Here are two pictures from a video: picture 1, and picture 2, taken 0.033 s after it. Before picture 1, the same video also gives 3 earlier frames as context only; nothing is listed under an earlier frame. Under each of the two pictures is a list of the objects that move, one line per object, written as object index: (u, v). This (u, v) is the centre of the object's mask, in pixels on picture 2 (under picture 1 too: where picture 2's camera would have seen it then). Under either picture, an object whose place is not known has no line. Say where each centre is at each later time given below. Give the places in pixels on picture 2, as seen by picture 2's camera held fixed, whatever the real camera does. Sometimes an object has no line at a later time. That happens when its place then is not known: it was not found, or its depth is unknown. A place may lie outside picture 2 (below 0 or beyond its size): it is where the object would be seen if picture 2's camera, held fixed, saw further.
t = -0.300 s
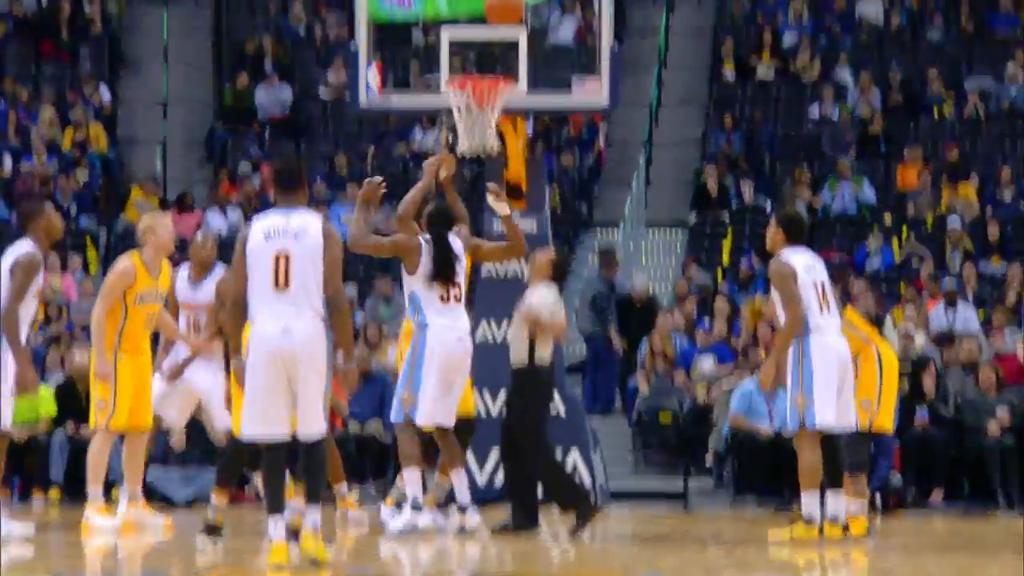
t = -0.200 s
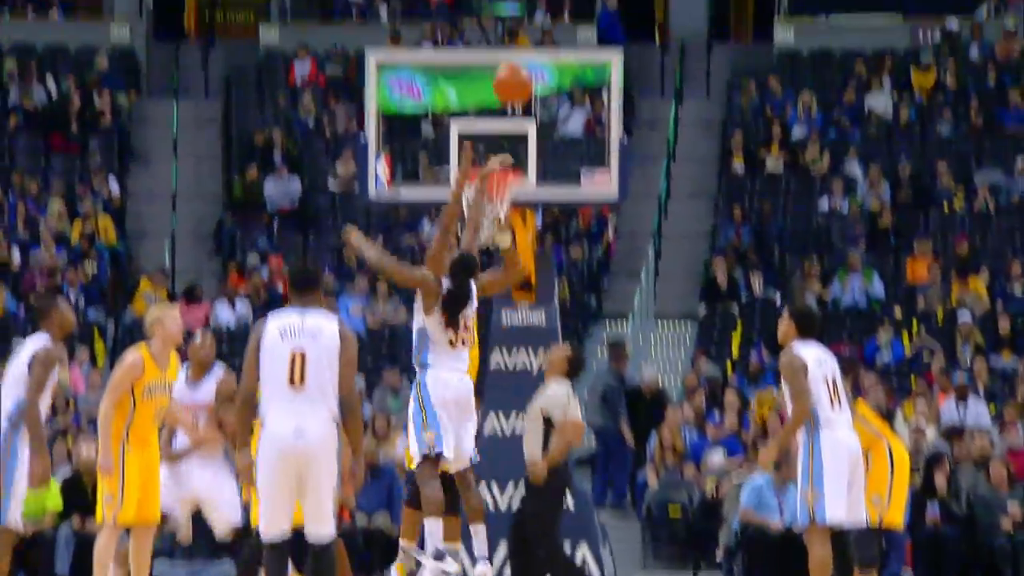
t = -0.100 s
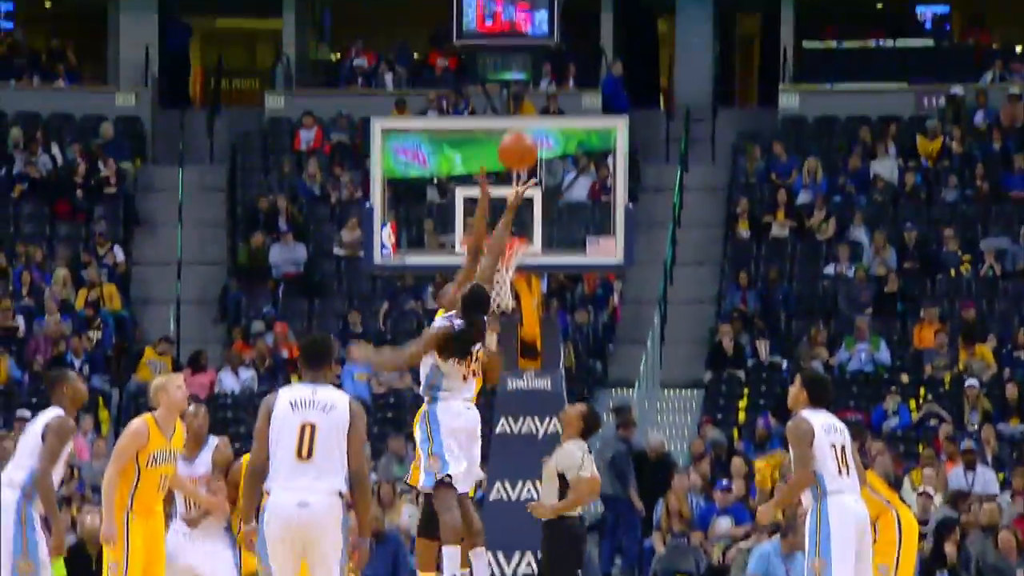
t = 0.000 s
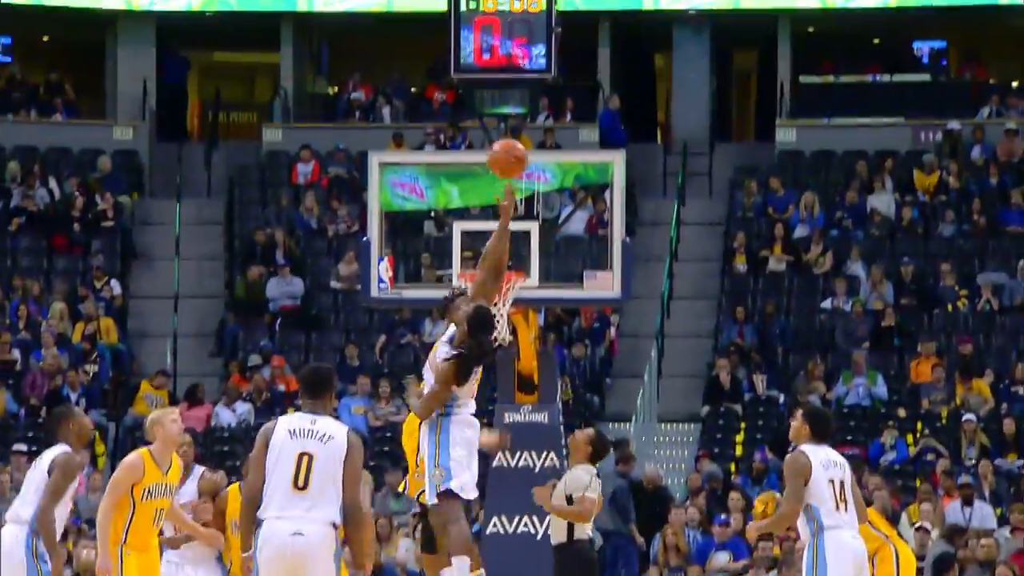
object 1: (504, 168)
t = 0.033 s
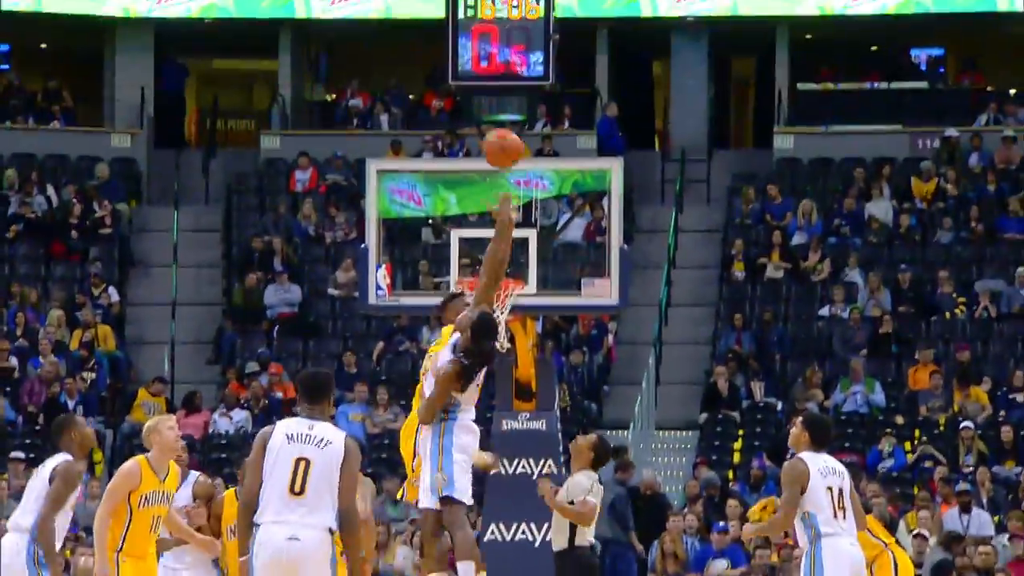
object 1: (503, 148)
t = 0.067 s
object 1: (498, 133)
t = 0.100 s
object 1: (493, 119)
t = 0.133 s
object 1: (489, 106)
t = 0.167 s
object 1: (485, 97)
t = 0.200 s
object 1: (481, 90)
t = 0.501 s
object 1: (441, 99)
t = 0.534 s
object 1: (436, 111)
